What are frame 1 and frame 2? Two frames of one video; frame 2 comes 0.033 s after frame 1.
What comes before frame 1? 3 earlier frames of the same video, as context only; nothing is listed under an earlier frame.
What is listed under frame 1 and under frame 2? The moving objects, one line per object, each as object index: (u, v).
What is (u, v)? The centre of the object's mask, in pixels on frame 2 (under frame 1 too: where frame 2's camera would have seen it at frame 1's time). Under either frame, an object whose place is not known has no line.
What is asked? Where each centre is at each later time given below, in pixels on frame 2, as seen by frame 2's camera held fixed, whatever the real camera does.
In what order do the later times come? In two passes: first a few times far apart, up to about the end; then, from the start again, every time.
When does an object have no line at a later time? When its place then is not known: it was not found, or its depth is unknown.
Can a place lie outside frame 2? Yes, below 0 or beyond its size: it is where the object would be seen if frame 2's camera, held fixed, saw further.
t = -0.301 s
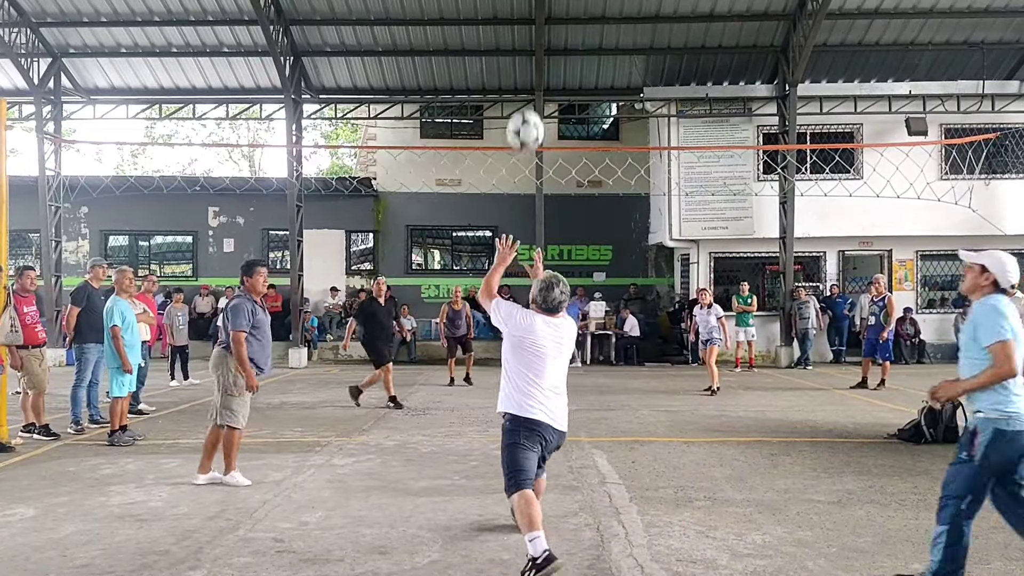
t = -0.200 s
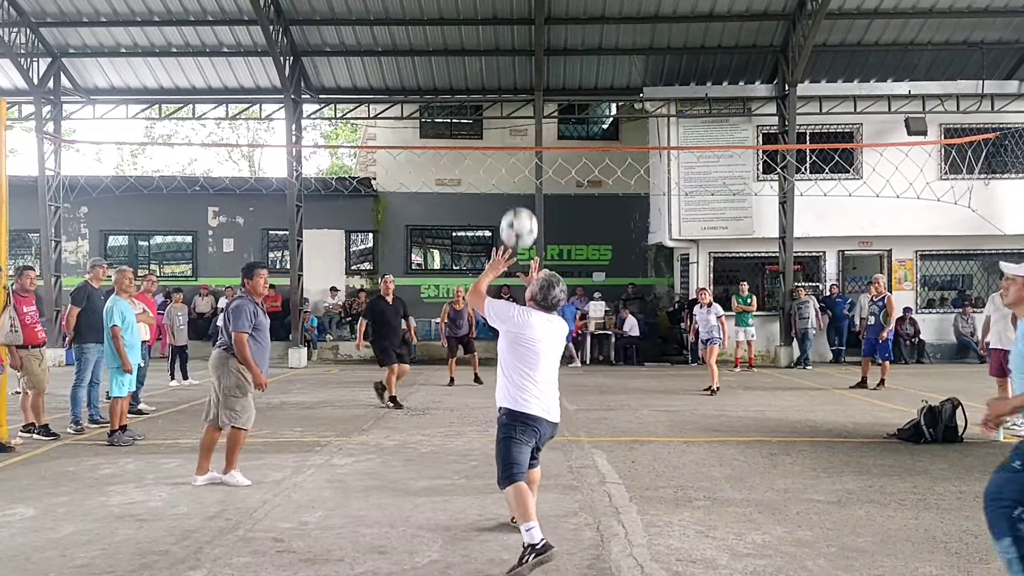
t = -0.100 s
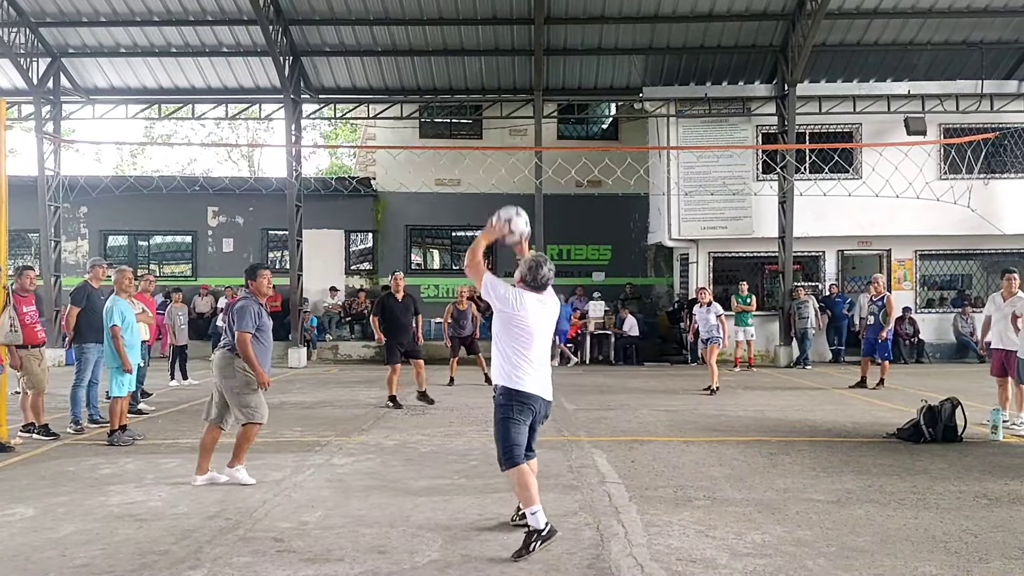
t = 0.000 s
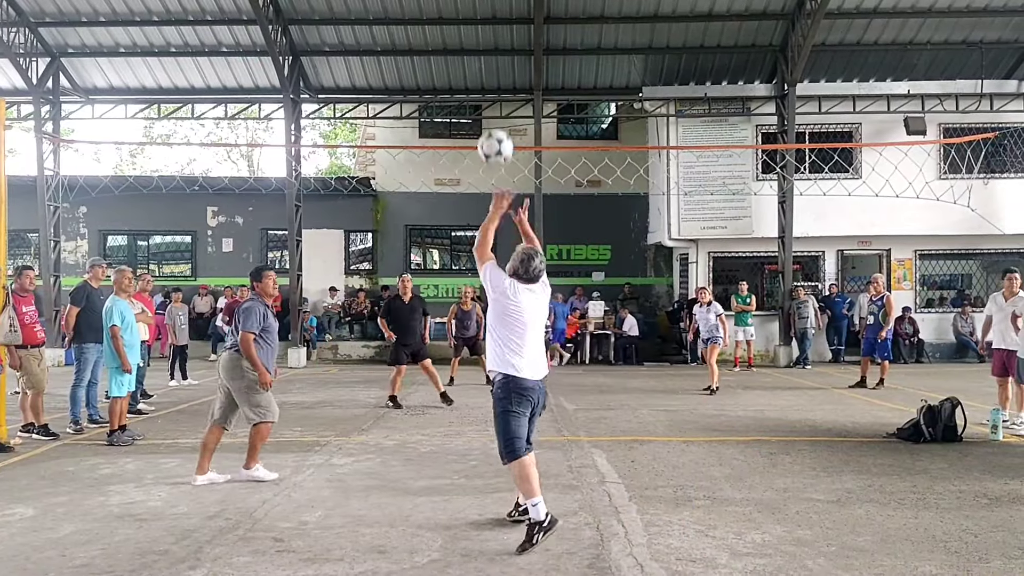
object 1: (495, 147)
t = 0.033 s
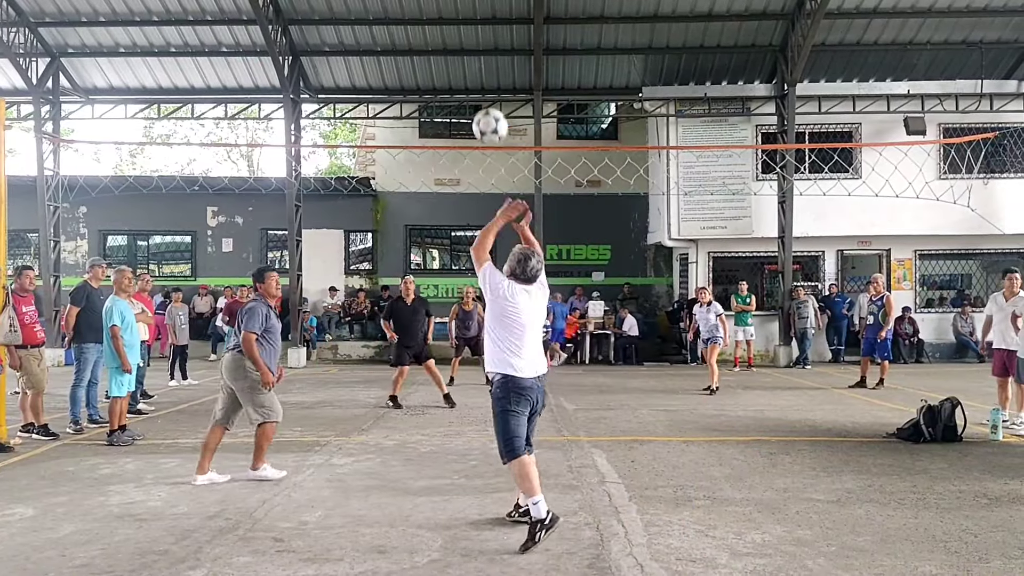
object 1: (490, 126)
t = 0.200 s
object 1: (466, 50)
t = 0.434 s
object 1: (435, 18)
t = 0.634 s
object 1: (412, 50)
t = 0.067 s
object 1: (485, 107)
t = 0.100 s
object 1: (480, 90)
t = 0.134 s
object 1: (475, 75)
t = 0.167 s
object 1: (471, 61)
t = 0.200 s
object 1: (466, 50)
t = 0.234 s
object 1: (461, 40)
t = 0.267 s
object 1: (457, 33)
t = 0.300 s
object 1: (452, 26)
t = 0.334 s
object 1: (447, 22)
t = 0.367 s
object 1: (443, 19)
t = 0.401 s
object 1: (439, 18)
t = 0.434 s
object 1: (435, 18)
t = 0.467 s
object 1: (431, 20)
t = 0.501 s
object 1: (427, 24)
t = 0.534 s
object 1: (422, 28)
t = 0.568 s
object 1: (419, 34)
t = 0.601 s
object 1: (415, 42)
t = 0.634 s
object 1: (412, 50)
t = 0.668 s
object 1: (408, 60)
